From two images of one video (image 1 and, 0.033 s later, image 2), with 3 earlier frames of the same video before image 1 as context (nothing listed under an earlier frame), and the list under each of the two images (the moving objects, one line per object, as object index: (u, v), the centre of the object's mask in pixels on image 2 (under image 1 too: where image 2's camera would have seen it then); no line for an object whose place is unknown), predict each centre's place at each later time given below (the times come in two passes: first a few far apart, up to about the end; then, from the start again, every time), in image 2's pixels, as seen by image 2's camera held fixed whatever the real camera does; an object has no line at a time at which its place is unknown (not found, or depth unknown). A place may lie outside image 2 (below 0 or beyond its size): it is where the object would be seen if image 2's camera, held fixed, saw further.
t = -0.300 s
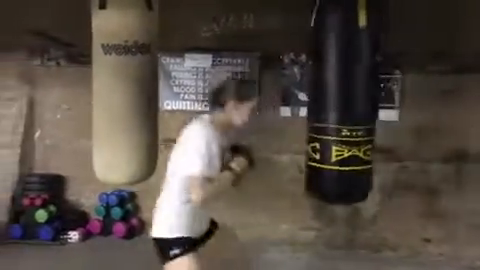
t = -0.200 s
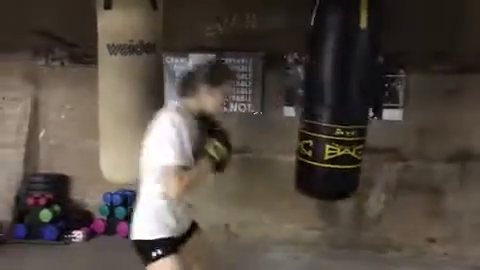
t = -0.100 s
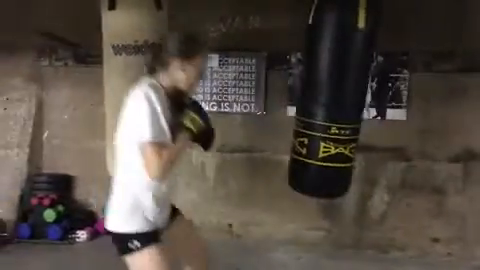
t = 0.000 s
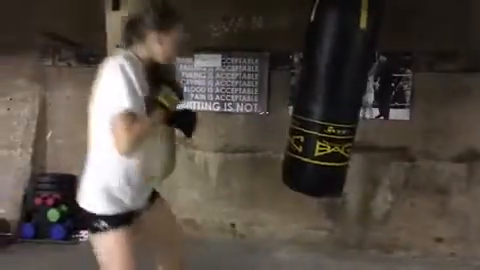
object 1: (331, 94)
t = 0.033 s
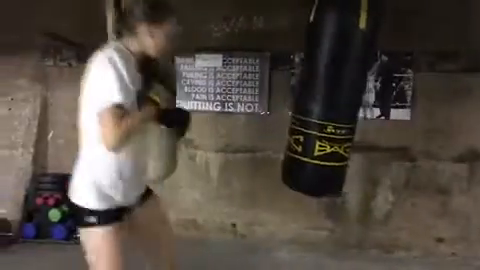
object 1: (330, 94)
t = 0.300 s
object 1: (329, 95)
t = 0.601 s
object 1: (353, 100)
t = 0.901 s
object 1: (386, 102)
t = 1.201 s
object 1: (393, 87)
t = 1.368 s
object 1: (379, 86)
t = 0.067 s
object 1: (329, 94)
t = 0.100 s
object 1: (328, 94)
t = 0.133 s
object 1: (328, 94)
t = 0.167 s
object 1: (328, 94)
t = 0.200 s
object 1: (328, 94)
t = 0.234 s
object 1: (328, 94)
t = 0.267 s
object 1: (328, 95)
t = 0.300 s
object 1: (329, 95)
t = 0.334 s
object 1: (331, 95)
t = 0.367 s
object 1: (333, 96)
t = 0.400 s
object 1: (334, 96)
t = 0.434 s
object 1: (336, 97)
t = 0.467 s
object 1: (339, 98)
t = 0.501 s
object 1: (341, 100)
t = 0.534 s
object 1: (344, 100)
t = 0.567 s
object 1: (350, 99)
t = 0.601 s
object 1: (353, 100)
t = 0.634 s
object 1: (356, 100)
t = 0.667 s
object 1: (360, 100)
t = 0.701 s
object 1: (364, 100)
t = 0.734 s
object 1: (368, 101)
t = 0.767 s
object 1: (372, 101)
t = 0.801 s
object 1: (376, 101)
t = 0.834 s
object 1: (380, 102)
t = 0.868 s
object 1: (383, 102)
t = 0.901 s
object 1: (386, 102)
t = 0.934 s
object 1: (390, 102)
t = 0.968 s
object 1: (393, 102)
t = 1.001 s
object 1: (395, 101)
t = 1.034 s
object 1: (396, 99)
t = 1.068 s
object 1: (397, 96)
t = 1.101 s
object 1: (395, 94)
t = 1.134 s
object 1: (396, 91)
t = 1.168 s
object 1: (395, 90)
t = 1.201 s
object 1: (393, 87)
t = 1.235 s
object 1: (391, 86)
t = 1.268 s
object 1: (388, 85)
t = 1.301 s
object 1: (386, 86)
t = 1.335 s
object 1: (383, 85)
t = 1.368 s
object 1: (379, 86)
